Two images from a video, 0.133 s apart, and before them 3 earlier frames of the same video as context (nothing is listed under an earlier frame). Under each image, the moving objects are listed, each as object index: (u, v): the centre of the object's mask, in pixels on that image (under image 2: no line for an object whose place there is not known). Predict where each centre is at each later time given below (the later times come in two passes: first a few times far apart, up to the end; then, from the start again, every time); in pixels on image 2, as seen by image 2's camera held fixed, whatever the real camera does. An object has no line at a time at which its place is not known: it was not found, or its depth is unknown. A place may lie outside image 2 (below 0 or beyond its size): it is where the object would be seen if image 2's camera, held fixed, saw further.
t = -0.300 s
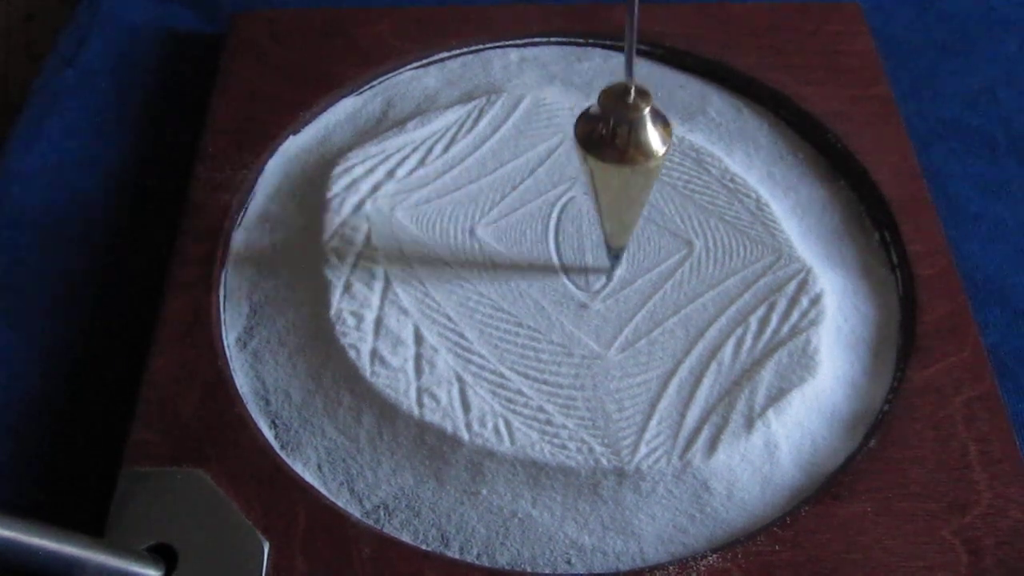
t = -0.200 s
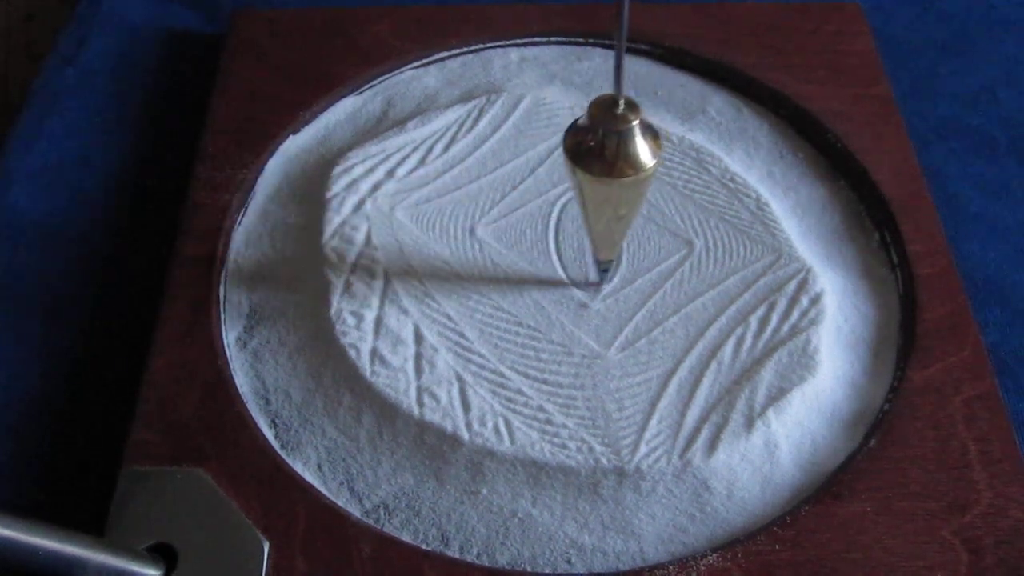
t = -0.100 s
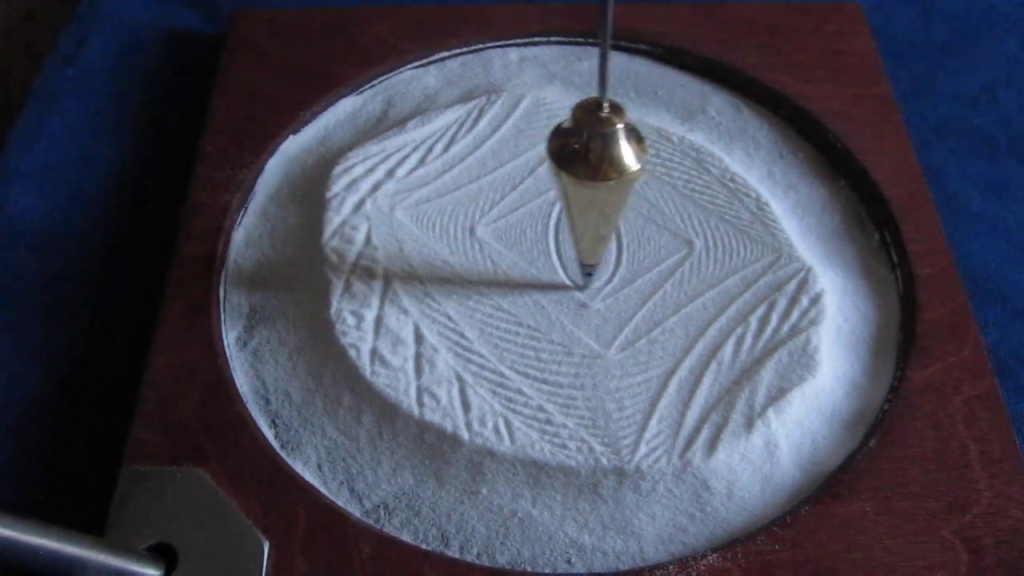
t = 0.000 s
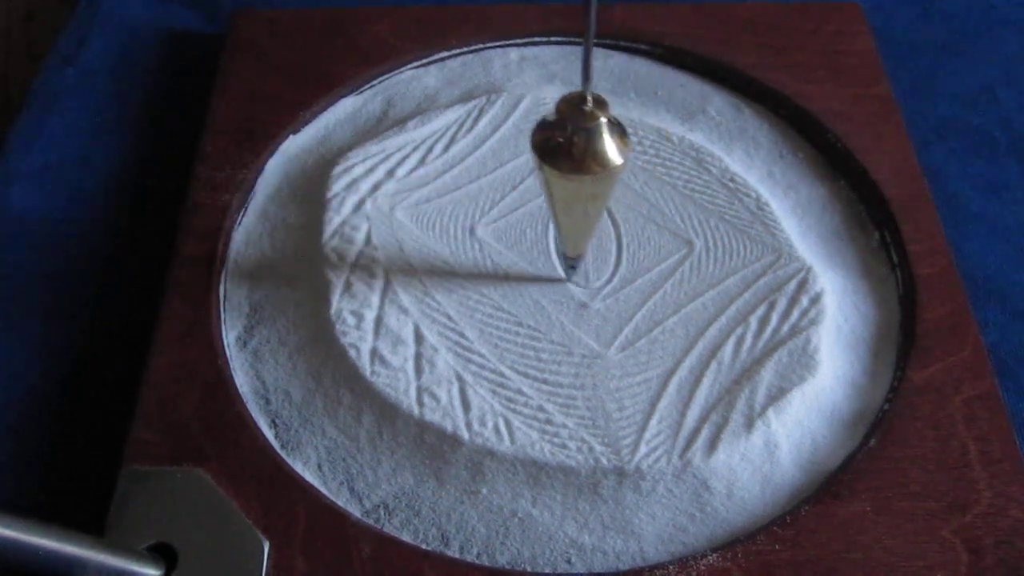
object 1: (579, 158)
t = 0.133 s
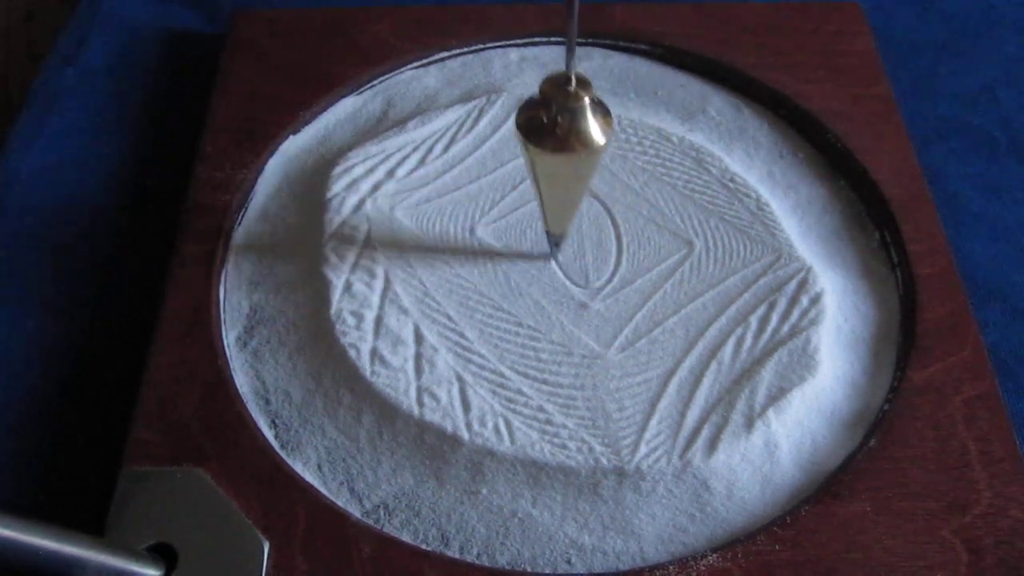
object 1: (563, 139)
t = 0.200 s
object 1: (559, 127)
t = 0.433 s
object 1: (573, 93)
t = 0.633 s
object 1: (605, 92)
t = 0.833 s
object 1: (629, 118)
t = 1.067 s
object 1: (618, 155)
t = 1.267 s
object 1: (584, 158)
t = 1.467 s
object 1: (557, 133)
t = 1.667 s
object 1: (563, 100)
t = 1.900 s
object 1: (600, 91)
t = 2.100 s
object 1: (630, 112)
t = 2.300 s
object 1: (629, 144)
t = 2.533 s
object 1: (589, 158)
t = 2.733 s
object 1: (557, 136)
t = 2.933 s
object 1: (557, 107)
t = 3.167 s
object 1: (595, 91)
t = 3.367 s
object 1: (629, 107)
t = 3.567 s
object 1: (635, 138)
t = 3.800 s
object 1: (596, 156)
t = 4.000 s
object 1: (558, 141)
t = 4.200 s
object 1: (551, 112)
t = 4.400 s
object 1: (581, 95)
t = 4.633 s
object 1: (627, 105)
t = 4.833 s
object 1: (640, 132)
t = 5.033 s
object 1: (612, 151)
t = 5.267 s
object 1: (561, 144)
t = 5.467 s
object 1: (547, 118)
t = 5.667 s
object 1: (573, 98)
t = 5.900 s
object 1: (623, 103)
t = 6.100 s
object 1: (643, 125)
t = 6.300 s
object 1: (620, 146)
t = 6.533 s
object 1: (566, 144)
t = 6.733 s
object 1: (544, 123)
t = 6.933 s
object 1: (564, 103)
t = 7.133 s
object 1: (610, 100)
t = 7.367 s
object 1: (645, 121)
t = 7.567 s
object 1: (628, 141)
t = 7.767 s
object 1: (581, 145)
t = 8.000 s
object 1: (542, 126)
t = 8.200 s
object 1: (557, 107)
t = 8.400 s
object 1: (602, 101)
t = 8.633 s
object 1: (645, 118)
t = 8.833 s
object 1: (636, 137)
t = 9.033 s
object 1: (589, 144)
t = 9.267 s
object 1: (543, 129)
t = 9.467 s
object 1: (549, 111)
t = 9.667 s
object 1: (593, 104)
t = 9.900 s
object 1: (643, 115)
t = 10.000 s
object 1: (649, 125)
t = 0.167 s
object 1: (561, 133)
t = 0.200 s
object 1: (559, 127)
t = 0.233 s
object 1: (559, 121)
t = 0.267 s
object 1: (560, 116)
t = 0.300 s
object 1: (561, 110)
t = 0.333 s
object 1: (563, 105)
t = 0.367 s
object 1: (566, 100)
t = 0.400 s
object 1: (569, 96)
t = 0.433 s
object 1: (573, 93)
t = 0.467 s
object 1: (578, 90)
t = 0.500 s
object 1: (583, 88)
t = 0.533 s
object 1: (589, 88)
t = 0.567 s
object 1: (594, 88)
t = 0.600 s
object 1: (599, 89)
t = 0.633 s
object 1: (605, 92)
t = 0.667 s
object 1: (610, 94)
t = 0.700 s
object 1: (615, 98)
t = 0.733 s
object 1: (620, 103)
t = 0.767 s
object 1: (623, 107)
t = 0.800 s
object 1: (627, 112)
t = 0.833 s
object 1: (629, 118)
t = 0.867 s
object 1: (630, 124)
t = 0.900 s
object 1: (630, 129)
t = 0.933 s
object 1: (630, 136)
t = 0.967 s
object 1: (629, 142)
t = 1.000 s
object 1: (626, 146)
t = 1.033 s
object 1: (623, 151)
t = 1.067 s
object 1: (618, 155)
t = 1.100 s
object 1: (613, 157)
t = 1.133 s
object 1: (608, 159)
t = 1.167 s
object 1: (602, 159)
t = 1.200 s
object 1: (596, 160)
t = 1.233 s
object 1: (590, 160)
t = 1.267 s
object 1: (584, 158)
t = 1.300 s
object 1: (578, 156)
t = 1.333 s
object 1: (572, 153)
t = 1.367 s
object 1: (568, 148)
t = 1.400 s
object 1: (563, 143)
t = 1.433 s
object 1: (560, 137)
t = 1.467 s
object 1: (557, 133)
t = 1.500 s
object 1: (556, 127)
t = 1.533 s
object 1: (555, 122)
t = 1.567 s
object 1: (556, 117)
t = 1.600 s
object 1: (557, 111)
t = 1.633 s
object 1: (560, 105)
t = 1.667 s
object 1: (563, 100)
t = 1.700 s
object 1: (567, 97)
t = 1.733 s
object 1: (572, 93)
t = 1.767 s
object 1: (577, 92)
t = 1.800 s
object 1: (582, 90)
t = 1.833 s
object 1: (588, 90)
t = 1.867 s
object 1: (594, 90)
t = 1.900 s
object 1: (600, 91)
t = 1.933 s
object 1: (606, 93)
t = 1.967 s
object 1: (612, 96)
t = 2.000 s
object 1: (618, 100)
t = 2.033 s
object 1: (622, 103)
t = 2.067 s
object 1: (626, 108)
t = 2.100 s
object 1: (630, 112)
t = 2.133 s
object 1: (632, 118)
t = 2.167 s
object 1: (634, 124)
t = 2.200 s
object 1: (634, 129)
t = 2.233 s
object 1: (633, 134)
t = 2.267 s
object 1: (632, 140)
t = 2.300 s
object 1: (629, 144)
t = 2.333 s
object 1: (625, 149)
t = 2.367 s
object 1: (621, 153)
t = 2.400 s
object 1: (615, 155)
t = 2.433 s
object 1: (610, 157)
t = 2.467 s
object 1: (603, 158)
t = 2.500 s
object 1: (596, 158)
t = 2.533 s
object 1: (589, 158)
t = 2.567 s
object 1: (583, 157)
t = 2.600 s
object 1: (576, 154)
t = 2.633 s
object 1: (570, 151)
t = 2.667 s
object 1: (565, 147)
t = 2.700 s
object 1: (561, 142)
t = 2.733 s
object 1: (557, 136)
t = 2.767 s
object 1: (554, 132)
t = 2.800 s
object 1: (552, 127)
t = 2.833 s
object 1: (552, 122)
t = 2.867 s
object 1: (553, 116)
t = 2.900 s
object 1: (554, 112)
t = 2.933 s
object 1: (557, 107)
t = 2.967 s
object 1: (560, 102)
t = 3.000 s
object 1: (564, 99)
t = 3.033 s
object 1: (570, 96)
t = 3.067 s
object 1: (575, 94)
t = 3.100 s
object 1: (582, 92)
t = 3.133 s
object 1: (588, 92)
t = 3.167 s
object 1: (595, 91)
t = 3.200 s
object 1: (602, 92)
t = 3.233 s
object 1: (608, 94)
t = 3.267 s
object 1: (614, 96)
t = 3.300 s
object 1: (620, 100)
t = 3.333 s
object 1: (625, 104)
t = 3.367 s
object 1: (629, 107)
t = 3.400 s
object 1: (633, 113)
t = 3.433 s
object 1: (635, 118)
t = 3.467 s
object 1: (637, 123)
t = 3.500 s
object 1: (637, 128)
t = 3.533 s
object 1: (637, 133)
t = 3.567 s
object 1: (635, 138)
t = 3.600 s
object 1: (632, 143)
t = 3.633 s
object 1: (628, 147)
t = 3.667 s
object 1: (623, 150)
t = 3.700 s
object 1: (617, 152)
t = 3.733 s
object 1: (610, 155)
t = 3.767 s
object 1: (604, 155)
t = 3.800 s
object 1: (596, 156)
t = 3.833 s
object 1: (589, 156)
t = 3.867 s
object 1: (582, 156)
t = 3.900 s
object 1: (575, 152)
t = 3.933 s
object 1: (569, 149)
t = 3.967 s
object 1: (563, 145)
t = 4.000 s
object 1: (558, 141)
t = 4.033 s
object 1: (554, 136)
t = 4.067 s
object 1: (551, 132)
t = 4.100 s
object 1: (549, 126)
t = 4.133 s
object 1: (549, 122)
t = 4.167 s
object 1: (549, 117)
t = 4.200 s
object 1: (551, 112)
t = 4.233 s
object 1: (554, 108)
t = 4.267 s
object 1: (558, 104)
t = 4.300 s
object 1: (563, 101)
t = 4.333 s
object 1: (568, 99)
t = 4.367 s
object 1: (574, 96)
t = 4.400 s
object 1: (581, 95)
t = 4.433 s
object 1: (588, 94)
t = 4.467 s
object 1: (595, 94)
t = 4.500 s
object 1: (602, 95)
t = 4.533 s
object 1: (609, 97)
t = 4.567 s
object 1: (616, 98)
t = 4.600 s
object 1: (622, 101)
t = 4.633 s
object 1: (627, 105)
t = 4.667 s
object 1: (632, 108)
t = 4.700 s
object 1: (636, 112)
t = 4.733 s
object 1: (638, 117)
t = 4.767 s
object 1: (640, 122)
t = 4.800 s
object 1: (640, 127)
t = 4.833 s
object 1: (640, 132)
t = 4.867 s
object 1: (638, 136)
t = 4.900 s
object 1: (634, 140)
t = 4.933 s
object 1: (630, 145)
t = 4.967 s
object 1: (625, 147)
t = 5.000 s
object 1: (618, 150)
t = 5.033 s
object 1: (612, 151)
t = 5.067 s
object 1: (604, 153)
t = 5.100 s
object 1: (597, 153)
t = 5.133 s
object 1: (589, 152)
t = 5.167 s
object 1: (581, 153)
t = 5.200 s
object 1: (574, 148)
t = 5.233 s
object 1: (567, 147)
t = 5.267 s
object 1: (561, 144)
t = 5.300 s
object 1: (556, 140)
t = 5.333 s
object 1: (552, 136)
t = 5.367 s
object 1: (549, 131)
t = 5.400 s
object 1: (547, 127)
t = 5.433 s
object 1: (546, 122)
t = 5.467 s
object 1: (547, 118)
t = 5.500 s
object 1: (548, 114)
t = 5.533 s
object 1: (551, 110)
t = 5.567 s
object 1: (555, 106)
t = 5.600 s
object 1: (560, 103)
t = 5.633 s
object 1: (566, 100)
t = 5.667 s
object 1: (573, 98)
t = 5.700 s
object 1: (580, 97)
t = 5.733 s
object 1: (587, 96)
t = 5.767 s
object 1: (595, 96)
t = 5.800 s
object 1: (602, 97)
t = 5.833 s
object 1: (609, 99)
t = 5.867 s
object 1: (616, 100)
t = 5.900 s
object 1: (623, 103)
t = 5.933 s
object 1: (629, 104)
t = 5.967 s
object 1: (634, 108)
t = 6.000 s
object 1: (638, 113)
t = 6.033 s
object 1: (641, 117)
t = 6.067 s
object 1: (643, 122)
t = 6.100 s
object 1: (643, 125)
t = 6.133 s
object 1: (642, 130)
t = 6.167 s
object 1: (640, 134)
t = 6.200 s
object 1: (637, 138)
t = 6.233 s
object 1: (633, 142)
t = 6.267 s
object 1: (626, 144)
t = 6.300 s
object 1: (620, 146)
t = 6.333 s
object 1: (613, 146)
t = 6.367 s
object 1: (605, 147)
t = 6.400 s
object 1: (597, 150)
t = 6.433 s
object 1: (589, 149)
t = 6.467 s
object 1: (581, 148)
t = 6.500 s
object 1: (573, 145)
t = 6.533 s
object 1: (566, 144)
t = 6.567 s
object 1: (560, 142)
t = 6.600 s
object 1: (554, 138)
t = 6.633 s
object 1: (550, 135)
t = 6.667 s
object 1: (546, 131)
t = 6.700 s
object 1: (545, 127)
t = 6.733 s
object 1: (544, 123)
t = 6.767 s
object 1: (544, 119)
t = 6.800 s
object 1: (546, 116)
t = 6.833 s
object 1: (549, 112)
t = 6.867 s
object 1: (553, 109)
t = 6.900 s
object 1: (558, 105)
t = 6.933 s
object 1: (564, 103)
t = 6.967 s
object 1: (571, 101)
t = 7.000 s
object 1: (579, 100)
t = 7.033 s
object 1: (586, 99)
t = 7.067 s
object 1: (594, 98)
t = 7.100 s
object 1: (602, 99)
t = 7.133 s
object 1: (610, 100)
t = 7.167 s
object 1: (617, 102)
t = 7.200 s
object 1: (624, 104)
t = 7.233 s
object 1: (630, 107)
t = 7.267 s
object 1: (636, 111)
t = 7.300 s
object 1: (640, 114)
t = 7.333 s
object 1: (643, 117)
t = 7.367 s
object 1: (645, 121)
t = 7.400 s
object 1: (645, 125)
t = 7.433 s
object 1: (645, 129)
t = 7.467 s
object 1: (642, 133)
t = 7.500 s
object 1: (639, 137)
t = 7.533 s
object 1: (634, 139)
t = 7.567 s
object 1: (628, 141)
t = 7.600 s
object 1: (622, 144)
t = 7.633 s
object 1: (614, 145)
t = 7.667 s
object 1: (606, 146)
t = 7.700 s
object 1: (597, 148)
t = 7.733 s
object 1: (589, 148)
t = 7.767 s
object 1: (581, 145)
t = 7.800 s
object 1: (573, 143)
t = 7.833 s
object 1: (565, 142)
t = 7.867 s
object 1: (558, 140)
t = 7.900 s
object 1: (553, 137)
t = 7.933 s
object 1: (548, 133)
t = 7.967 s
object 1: (545, 130)
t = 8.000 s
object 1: (542, 126)
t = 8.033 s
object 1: (541, 123)
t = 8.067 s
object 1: (542, 120)
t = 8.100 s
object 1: (544, 116)
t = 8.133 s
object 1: (547, 113)
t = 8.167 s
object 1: (551, 111)
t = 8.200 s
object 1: (557, 107)
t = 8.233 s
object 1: (563, 105)
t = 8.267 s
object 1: (570, 103)
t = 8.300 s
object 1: (578, 102)
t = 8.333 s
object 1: (586, 101)
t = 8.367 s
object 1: (594, 102)
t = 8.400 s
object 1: (602, 101)
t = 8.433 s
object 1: (611, 102)
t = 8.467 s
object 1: (618, 103)
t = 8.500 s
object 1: (625, 106)
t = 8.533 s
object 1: (632, 109)
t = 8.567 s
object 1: (637, 111)
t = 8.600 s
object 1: (642, 114)
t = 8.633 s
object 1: (645, 118)
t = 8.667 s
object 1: (647, 121)
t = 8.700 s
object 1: (647, 125)
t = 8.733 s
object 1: (647, 128)
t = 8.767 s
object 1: (644, 132)
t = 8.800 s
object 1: (641, 134)
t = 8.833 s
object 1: (636, 137)
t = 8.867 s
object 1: (630, 140)
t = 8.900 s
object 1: (623, 141)
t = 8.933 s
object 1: (616, 143)
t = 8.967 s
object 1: (607, 144)
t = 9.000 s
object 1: (599, 146)
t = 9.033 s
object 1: (589, 144)
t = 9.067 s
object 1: (581, 144)
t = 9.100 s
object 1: (573, 142)
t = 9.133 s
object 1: (564, 140)
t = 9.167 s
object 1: (558, 138)
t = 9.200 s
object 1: (552, 136)
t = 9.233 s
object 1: (547, 132)
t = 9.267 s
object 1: (543, 129)
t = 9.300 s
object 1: (541, 126)
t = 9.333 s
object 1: (540, 124)
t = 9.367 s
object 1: (540, 121)
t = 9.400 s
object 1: (542, 117)
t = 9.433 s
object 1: (545, 114)
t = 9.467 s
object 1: (549, 111)
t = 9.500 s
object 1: (555, 109)
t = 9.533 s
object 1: (561, 107)
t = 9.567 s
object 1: (569, 105)
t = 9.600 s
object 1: (577, 104)
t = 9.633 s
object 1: (585, 104)
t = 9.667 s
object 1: (593, 104)
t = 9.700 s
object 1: (602, 105)
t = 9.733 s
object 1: (611, 105)
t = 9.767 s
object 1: (619, 106)
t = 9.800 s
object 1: (626, 108)
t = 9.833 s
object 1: (633, 110)
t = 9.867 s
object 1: (638, 112)
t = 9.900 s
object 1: (643, 115)
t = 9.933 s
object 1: (646, 118)
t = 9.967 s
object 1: (649, 122)
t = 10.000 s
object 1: (649, 125)
